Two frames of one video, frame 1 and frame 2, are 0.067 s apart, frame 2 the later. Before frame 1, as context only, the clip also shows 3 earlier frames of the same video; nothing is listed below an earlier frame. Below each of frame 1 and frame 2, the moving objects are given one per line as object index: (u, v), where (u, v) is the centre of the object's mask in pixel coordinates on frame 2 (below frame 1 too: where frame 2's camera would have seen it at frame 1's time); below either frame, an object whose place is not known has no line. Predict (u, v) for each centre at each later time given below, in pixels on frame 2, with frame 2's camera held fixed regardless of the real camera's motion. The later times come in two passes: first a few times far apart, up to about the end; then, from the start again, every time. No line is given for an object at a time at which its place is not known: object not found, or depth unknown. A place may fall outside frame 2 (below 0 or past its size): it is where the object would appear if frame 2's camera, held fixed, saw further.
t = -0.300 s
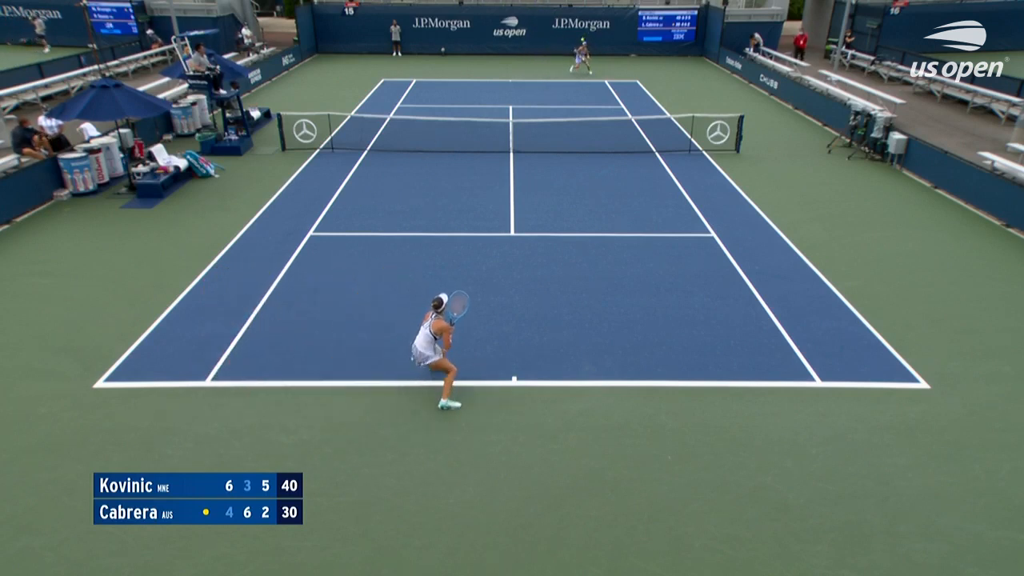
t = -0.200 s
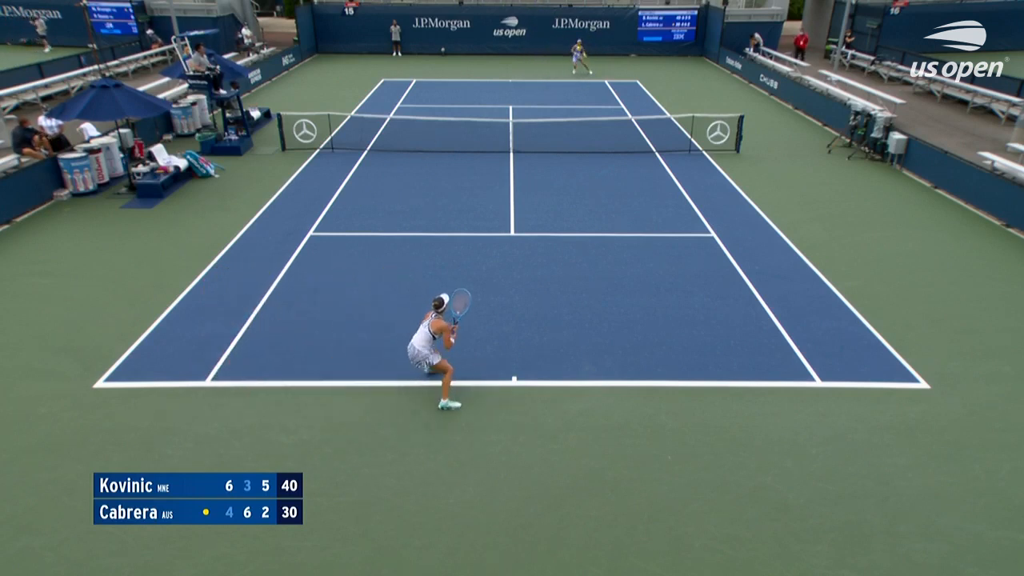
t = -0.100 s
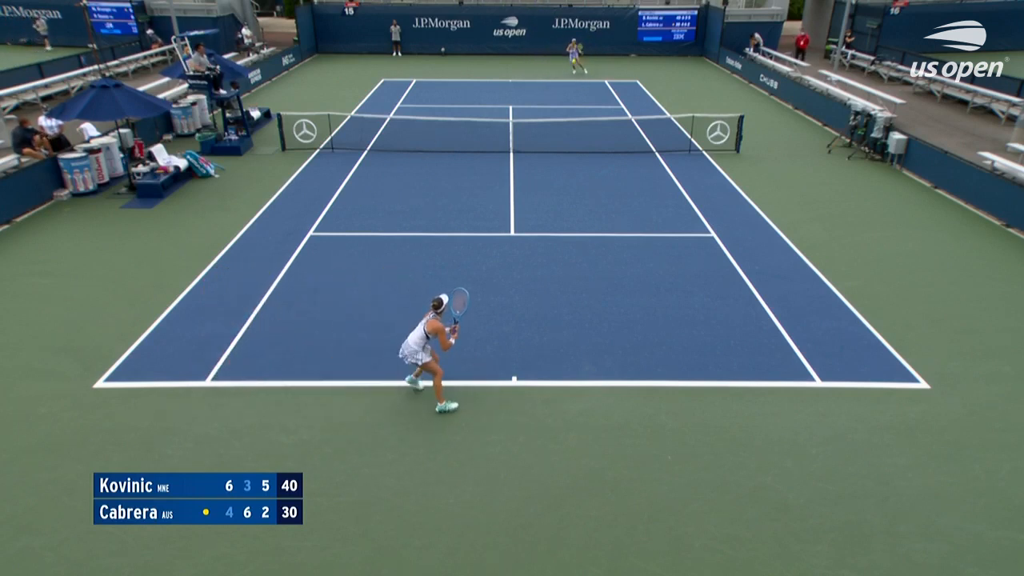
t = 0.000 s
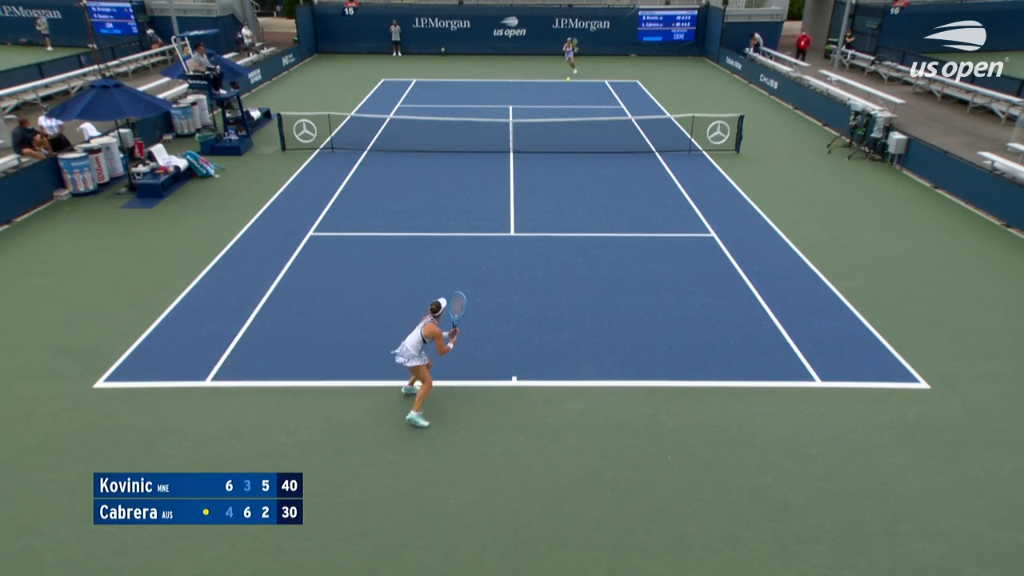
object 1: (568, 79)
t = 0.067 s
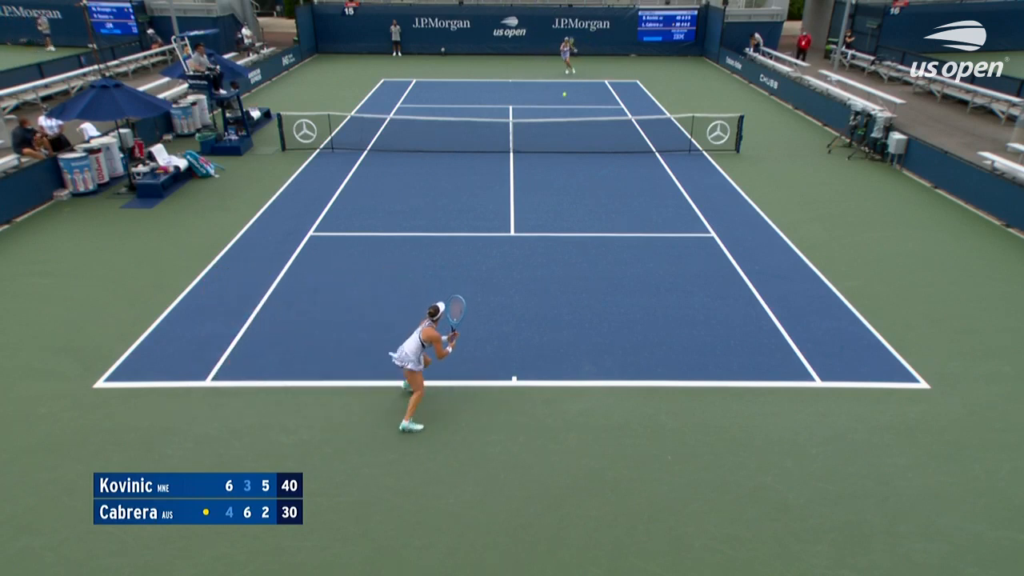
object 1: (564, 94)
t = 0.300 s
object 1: (547, 172)
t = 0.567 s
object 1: (525, 258)
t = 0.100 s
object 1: (562, 103)
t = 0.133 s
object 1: (559, 112)
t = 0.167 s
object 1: (557, 123)
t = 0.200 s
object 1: (555, 134)
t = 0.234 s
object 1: (553, 146)
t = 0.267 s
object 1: (550, 158)
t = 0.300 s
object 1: (547, 172)
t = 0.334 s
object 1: (544, 187)
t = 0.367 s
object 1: (542, 202)
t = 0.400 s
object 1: (538, 219)
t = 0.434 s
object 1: (535, 237)
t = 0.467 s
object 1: (532, 256)
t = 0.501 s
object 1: (529, 267)
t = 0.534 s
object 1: (527, 262)
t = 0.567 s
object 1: (525, 258)
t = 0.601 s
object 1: (522, 253)
